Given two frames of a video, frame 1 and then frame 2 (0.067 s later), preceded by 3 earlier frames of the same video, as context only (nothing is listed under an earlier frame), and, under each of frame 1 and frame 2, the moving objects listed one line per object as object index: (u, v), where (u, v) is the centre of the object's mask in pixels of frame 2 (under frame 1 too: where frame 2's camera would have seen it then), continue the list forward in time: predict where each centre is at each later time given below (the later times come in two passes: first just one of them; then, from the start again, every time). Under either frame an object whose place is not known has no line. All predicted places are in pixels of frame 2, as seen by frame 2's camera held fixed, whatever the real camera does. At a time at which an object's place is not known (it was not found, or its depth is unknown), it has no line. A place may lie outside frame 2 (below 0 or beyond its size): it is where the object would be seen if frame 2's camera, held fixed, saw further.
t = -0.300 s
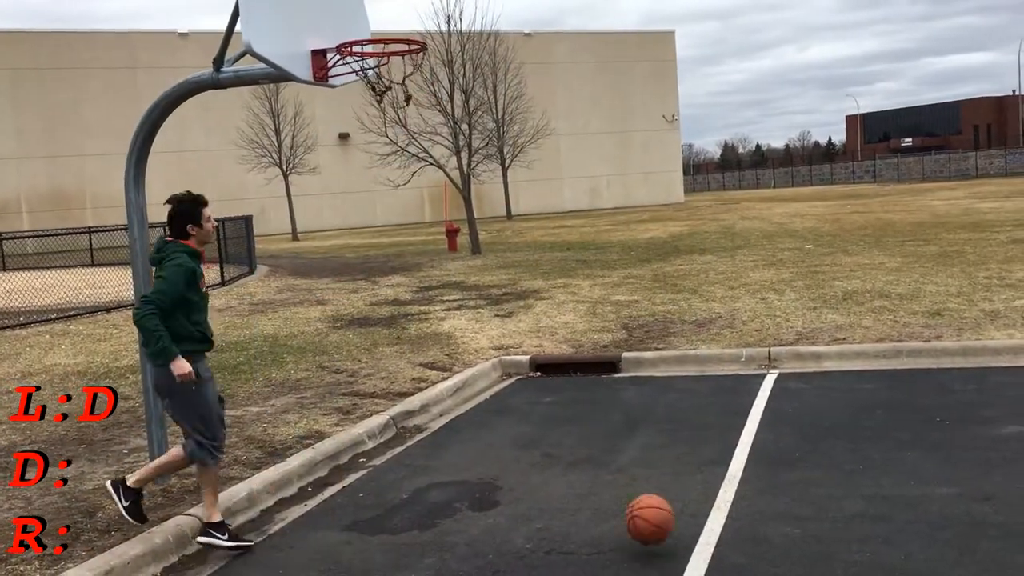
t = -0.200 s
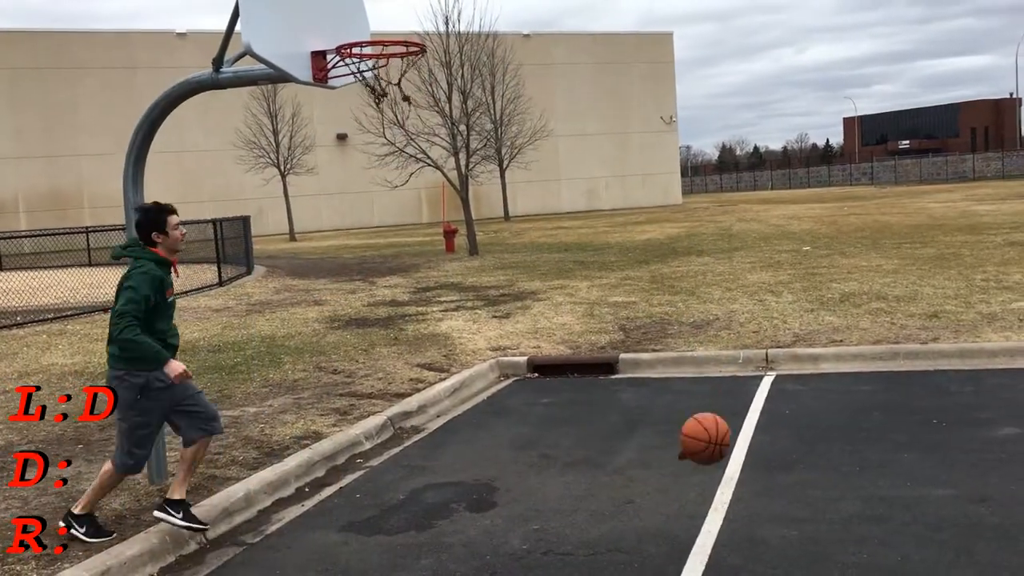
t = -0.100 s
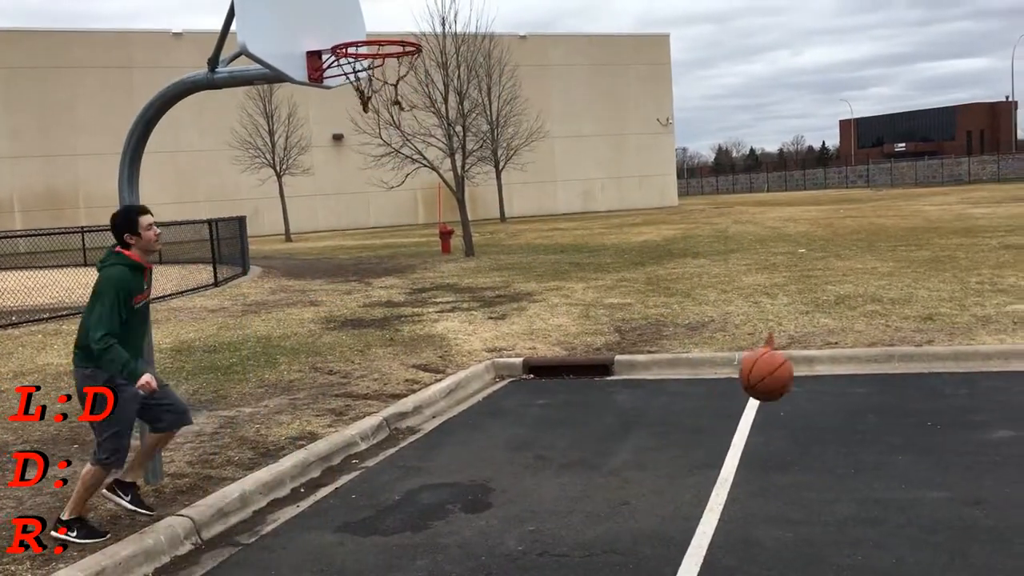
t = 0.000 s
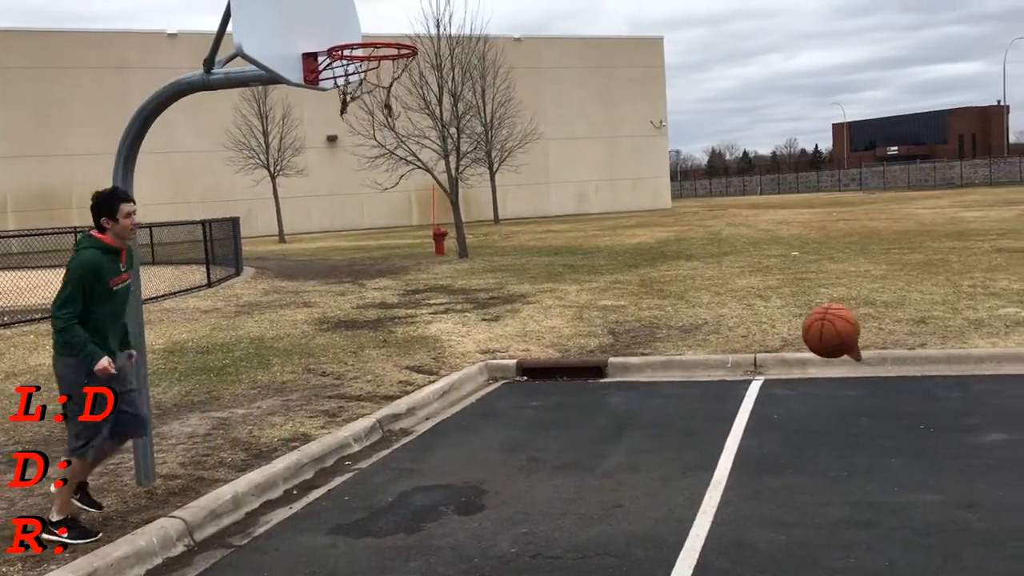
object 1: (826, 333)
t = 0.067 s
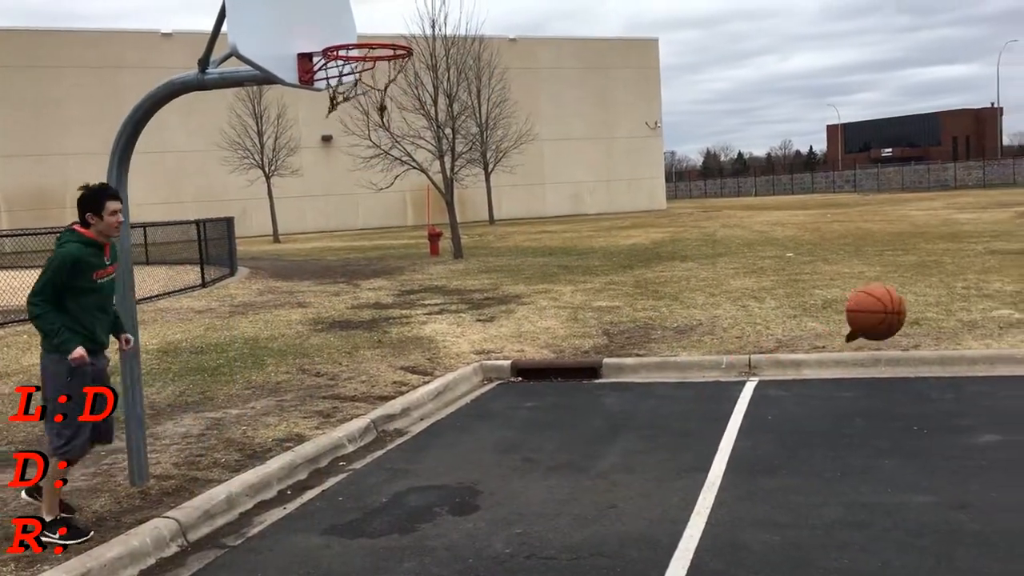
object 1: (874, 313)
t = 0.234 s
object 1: (1015, 308)
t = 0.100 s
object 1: (902, 306)
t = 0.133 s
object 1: (928, 301)
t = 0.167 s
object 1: (957, 300)
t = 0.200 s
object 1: (987, 302)
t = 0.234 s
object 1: (1015, 308)
